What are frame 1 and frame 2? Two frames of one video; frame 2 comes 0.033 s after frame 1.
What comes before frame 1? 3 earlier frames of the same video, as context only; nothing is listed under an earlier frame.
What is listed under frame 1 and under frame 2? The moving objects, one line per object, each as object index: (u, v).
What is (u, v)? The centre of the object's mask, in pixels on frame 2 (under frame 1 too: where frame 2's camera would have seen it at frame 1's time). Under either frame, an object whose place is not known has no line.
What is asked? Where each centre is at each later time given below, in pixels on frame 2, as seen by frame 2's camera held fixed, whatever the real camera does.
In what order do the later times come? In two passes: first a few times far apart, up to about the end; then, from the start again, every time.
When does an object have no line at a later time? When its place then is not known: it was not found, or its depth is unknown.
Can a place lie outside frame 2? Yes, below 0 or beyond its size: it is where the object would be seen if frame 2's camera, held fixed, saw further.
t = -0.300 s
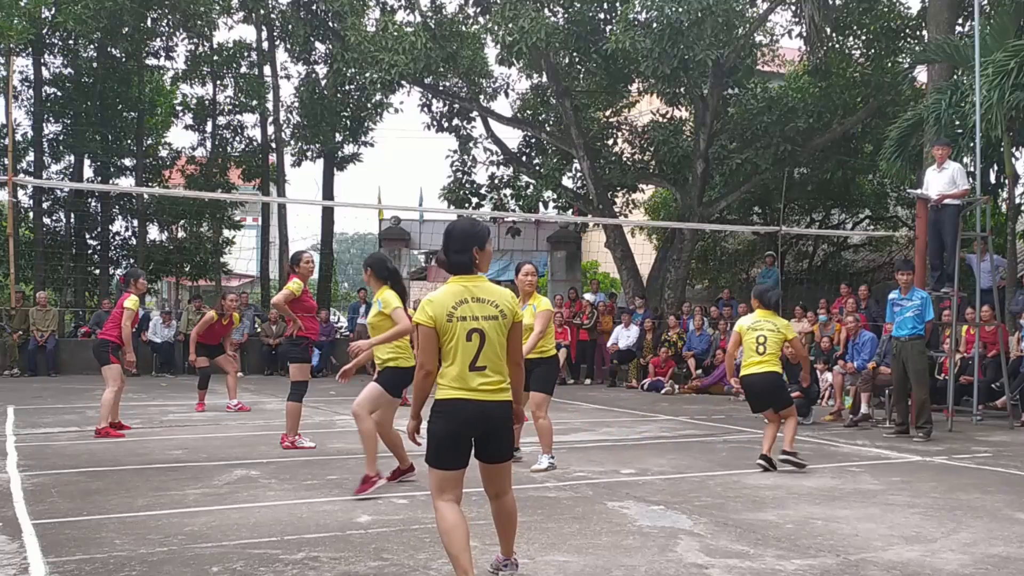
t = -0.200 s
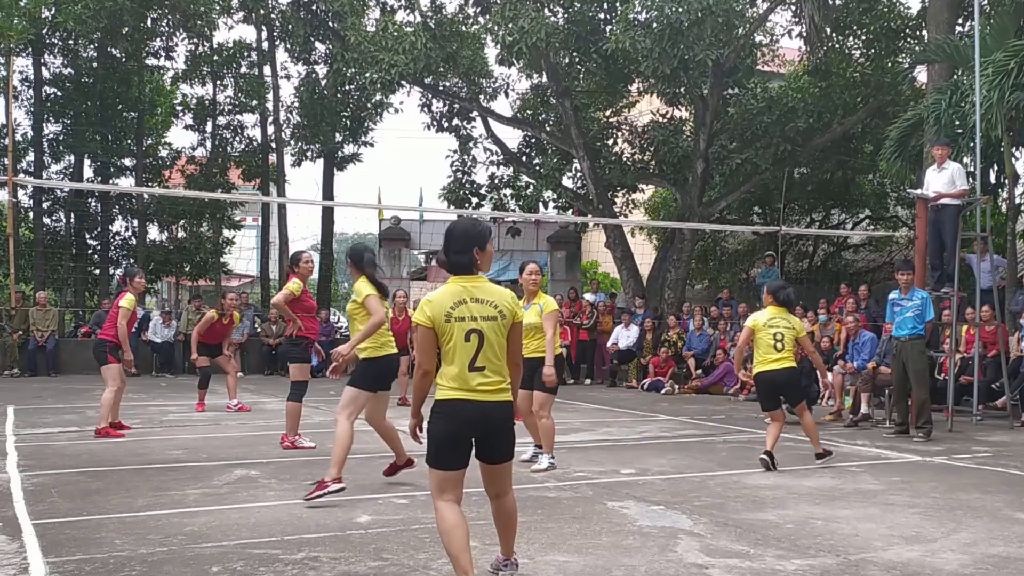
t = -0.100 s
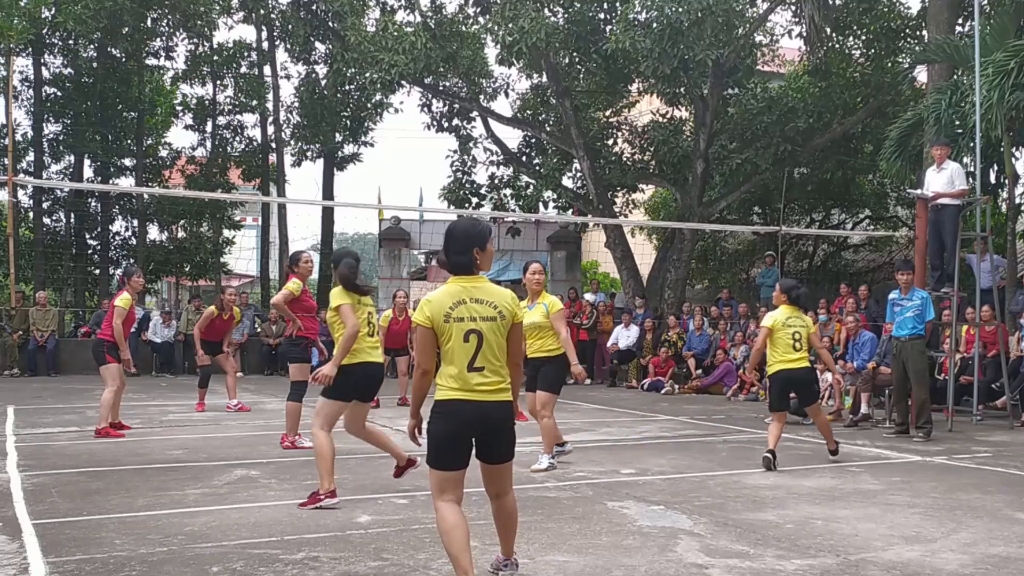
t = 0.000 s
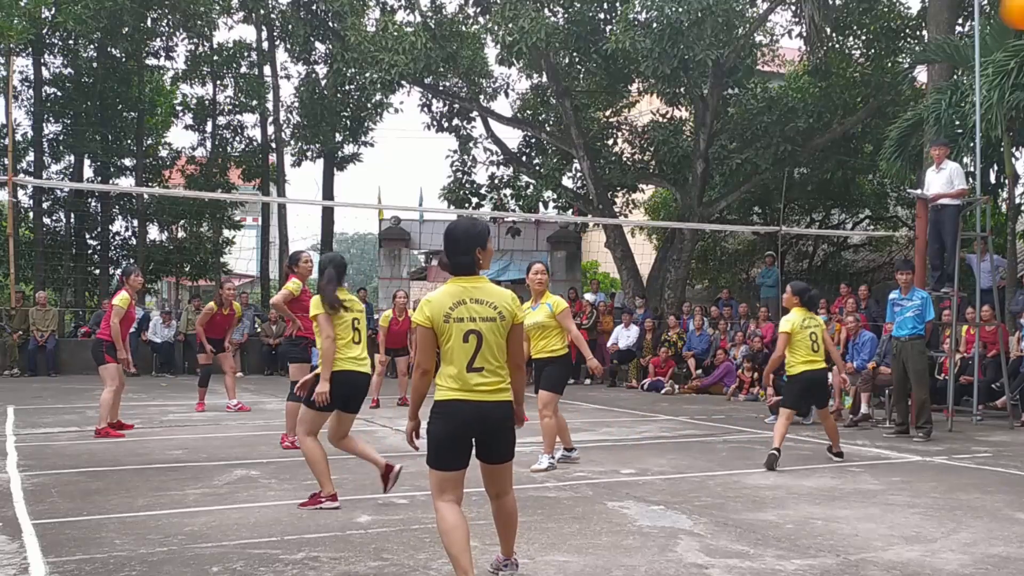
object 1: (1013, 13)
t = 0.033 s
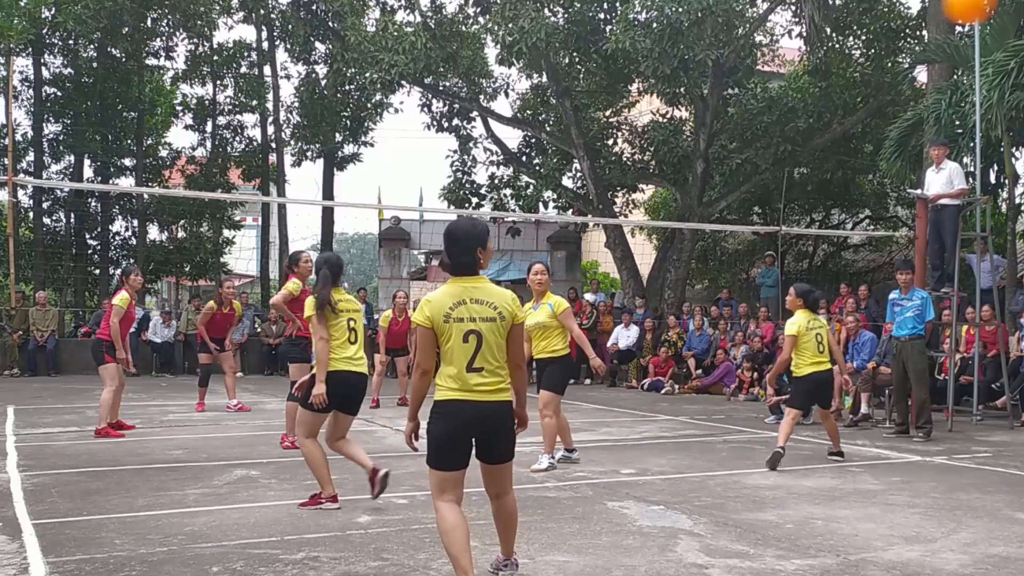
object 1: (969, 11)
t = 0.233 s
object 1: (709, 14)
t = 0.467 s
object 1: (529, 73)
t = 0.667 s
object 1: (423, 154)
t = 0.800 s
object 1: (369, 215)
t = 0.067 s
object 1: (914, 9)
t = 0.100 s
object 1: (865, 9)
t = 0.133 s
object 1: (821, 9)
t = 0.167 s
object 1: (781, 9)
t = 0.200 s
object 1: (741, 12)
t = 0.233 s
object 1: (709, 14)
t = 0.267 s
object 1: (677, 18)
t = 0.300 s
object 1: (648, 26)
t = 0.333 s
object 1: (620, 34)
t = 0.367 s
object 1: (594, 43)
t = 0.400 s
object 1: (571, 53)
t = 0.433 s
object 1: (548, 63)
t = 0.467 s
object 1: (529, 73)
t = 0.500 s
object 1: (506, 87)
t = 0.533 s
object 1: (487, 100)
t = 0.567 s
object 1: (471, 112)
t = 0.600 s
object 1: (455, 125)
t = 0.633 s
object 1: (439, 138)
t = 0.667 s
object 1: (423, 154)
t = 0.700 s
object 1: (409, 169)
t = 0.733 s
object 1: (395, 184)
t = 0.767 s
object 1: (381, 197)
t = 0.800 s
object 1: (369, 215)
